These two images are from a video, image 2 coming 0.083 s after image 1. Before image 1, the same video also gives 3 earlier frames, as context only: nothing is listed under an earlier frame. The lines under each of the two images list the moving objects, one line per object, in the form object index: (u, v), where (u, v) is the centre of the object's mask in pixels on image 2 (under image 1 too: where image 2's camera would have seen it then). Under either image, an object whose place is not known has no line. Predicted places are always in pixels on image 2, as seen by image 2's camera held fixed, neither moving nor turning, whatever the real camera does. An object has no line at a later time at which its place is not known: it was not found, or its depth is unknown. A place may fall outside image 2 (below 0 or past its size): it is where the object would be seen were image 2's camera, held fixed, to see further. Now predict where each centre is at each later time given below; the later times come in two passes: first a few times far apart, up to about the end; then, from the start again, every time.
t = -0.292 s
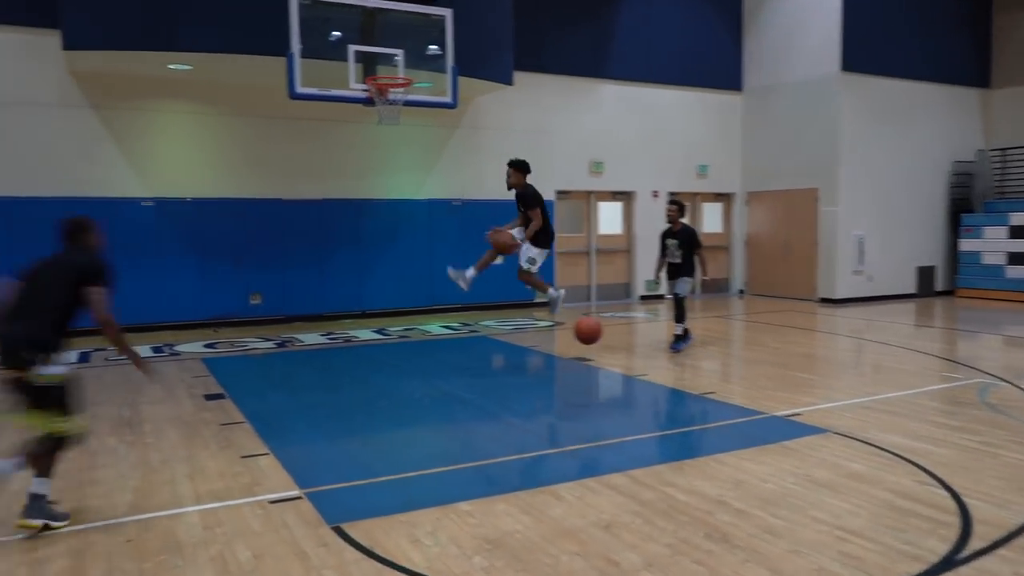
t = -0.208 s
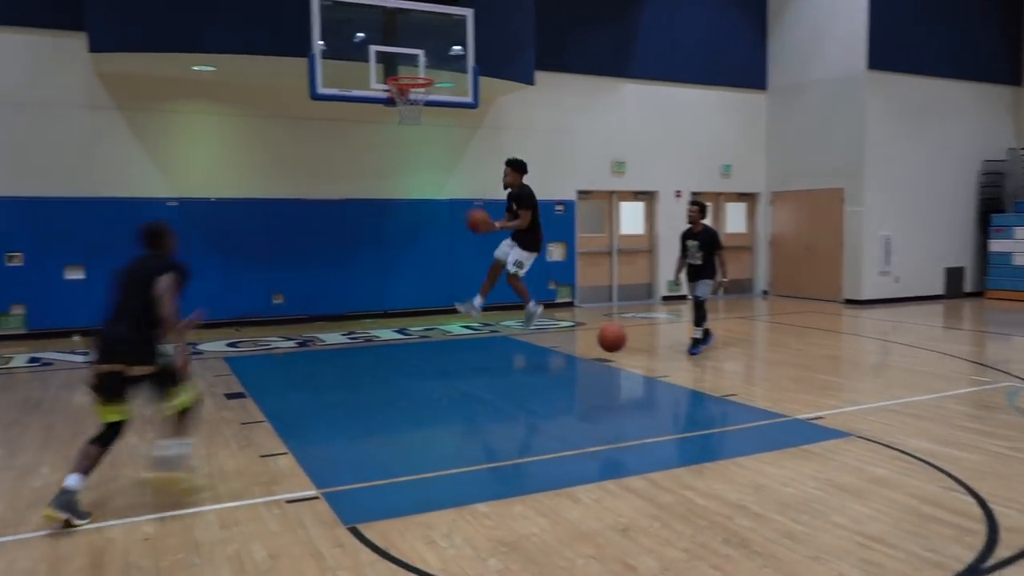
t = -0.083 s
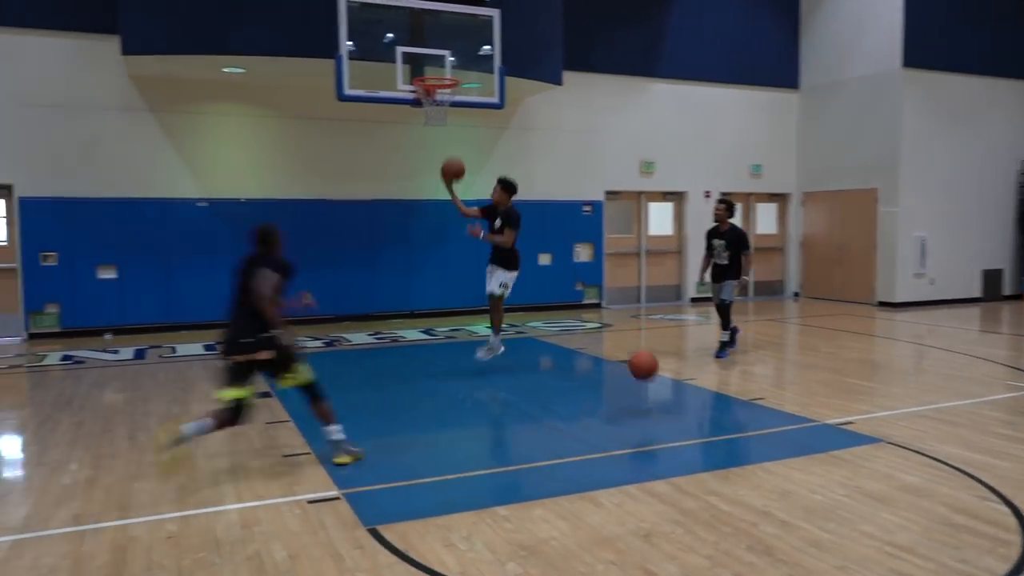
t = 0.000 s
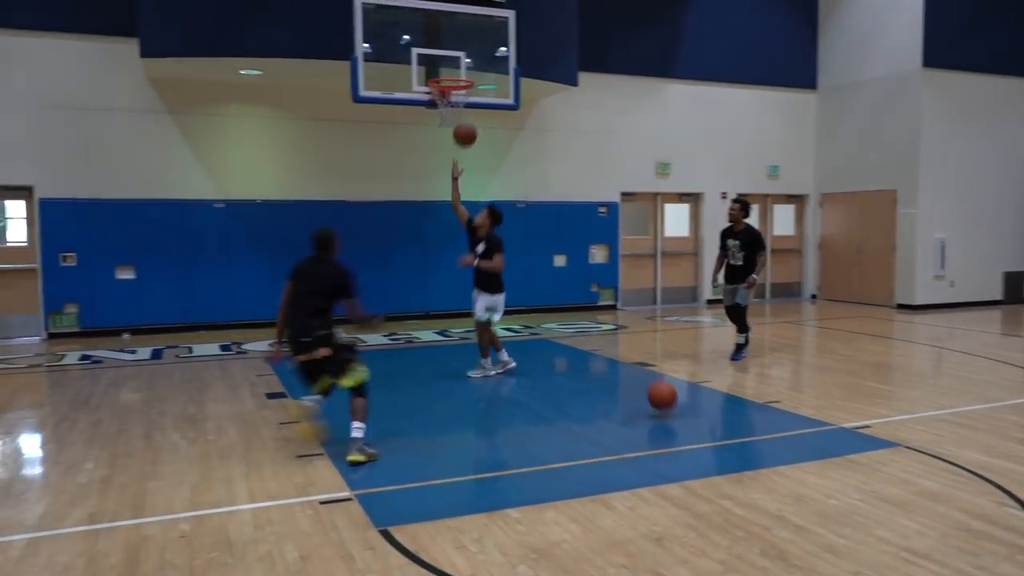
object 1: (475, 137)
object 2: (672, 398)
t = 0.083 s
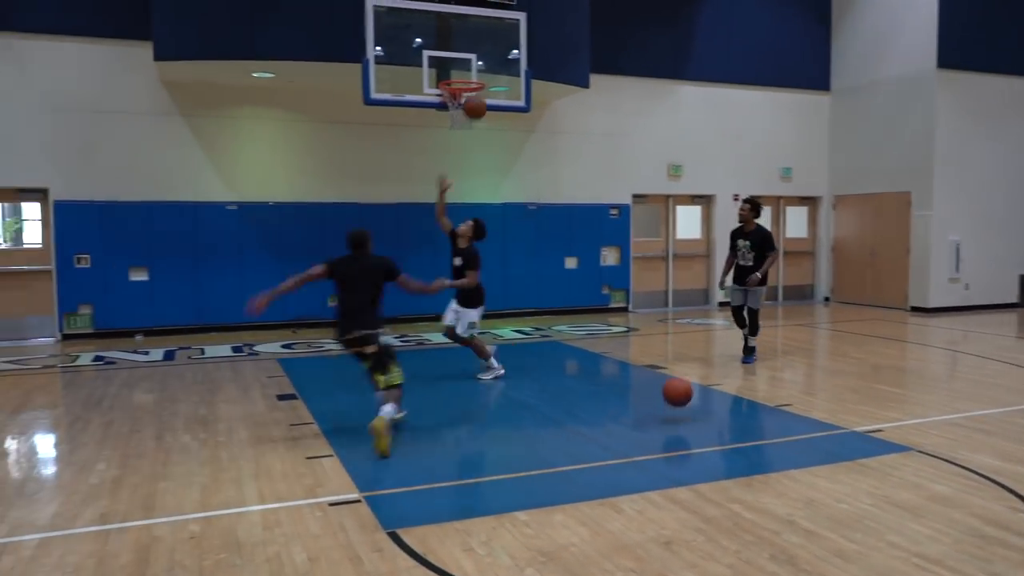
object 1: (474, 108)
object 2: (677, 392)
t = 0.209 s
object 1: (473, 76)
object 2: (685, 373)
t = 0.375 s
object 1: (472, 58)
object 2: (694, 378)
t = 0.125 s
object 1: (474, 96)
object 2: (680, 383)
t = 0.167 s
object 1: (474, 85)
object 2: (682, 377)
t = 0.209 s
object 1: (473, 76)
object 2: (685, 373)
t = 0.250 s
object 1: (474, 69)
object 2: (687, 371)
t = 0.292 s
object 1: (473, 64)
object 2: (689, 371)
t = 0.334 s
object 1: (473, 60)
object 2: (692, 374)
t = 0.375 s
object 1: (472, 58)
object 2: (694, 378)
